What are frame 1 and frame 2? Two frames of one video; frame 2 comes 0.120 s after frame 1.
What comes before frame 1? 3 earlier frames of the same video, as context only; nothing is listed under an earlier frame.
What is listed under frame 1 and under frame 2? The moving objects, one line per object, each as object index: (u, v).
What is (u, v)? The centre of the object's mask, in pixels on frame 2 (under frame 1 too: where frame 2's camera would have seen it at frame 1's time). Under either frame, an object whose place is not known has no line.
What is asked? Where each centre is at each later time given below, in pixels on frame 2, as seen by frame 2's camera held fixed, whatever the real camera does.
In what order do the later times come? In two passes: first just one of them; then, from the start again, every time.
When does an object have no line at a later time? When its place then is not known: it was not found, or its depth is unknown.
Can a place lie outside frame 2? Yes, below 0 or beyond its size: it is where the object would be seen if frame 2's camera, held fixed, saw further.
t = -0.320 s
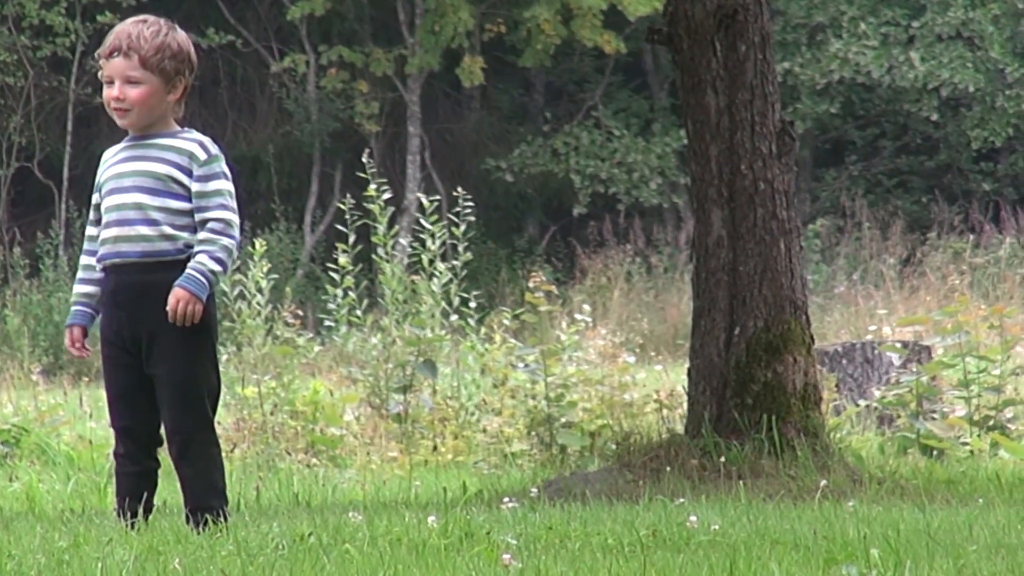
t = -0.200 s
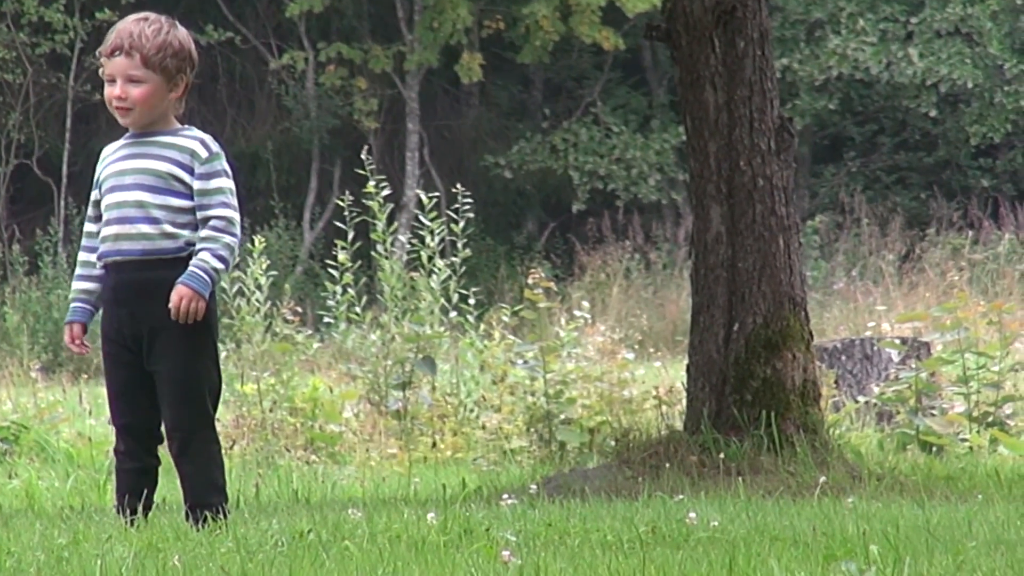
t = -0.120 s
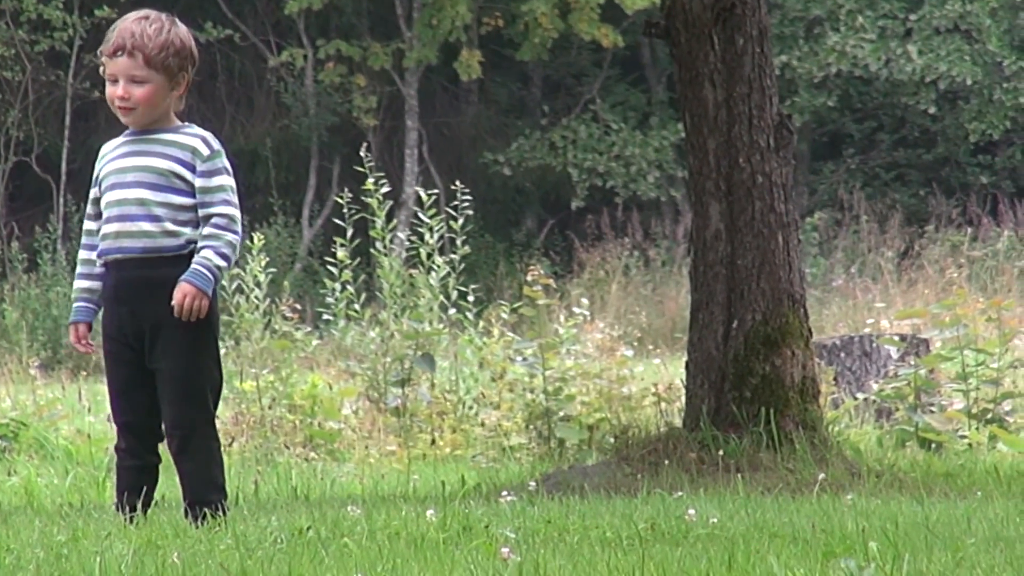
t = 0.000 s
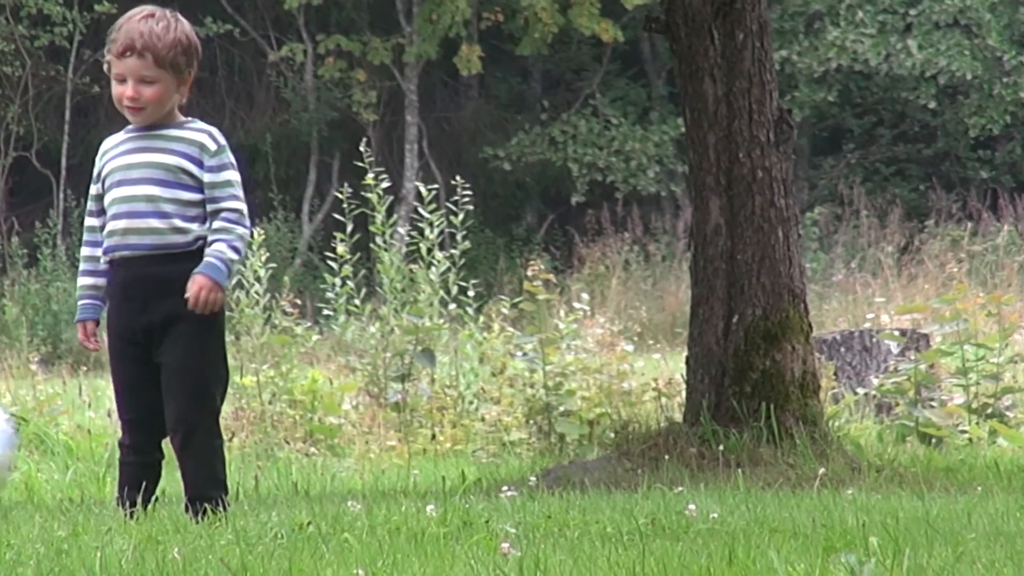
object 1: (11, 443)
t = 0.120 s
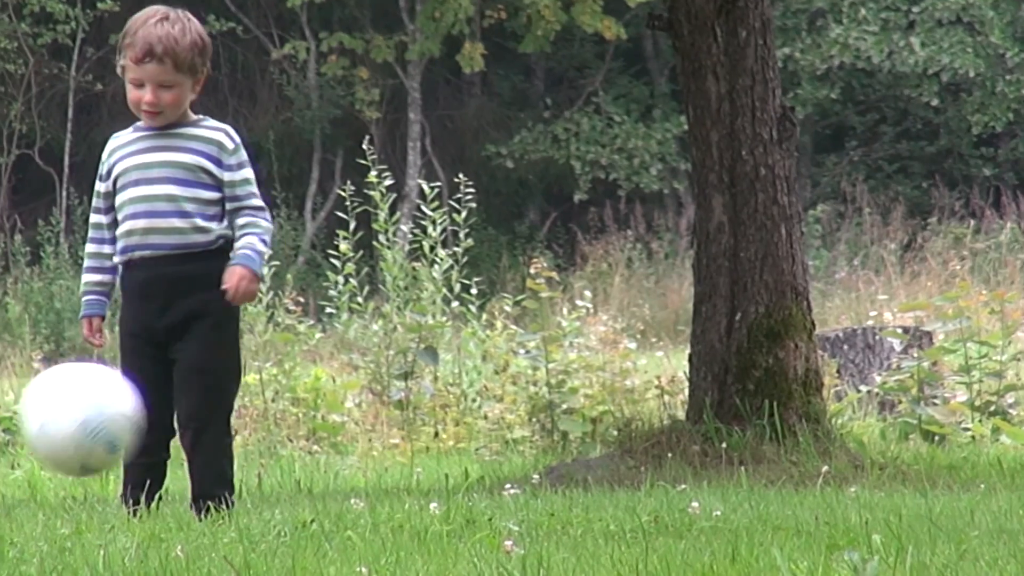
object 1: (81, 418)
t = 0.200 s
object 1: (165, 432)
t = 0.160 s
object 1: (121, 421)
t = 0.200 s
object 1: (165, 432)
